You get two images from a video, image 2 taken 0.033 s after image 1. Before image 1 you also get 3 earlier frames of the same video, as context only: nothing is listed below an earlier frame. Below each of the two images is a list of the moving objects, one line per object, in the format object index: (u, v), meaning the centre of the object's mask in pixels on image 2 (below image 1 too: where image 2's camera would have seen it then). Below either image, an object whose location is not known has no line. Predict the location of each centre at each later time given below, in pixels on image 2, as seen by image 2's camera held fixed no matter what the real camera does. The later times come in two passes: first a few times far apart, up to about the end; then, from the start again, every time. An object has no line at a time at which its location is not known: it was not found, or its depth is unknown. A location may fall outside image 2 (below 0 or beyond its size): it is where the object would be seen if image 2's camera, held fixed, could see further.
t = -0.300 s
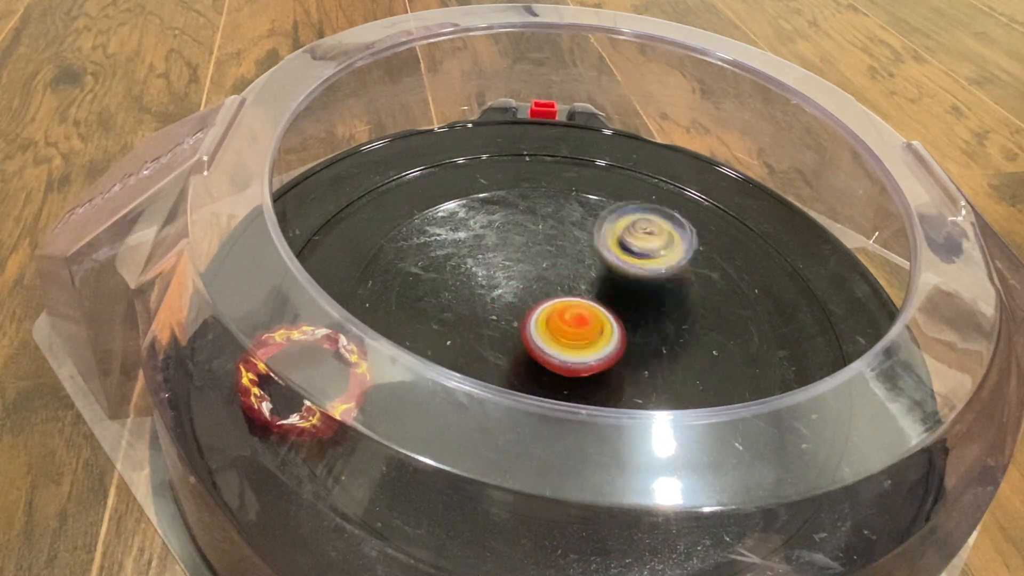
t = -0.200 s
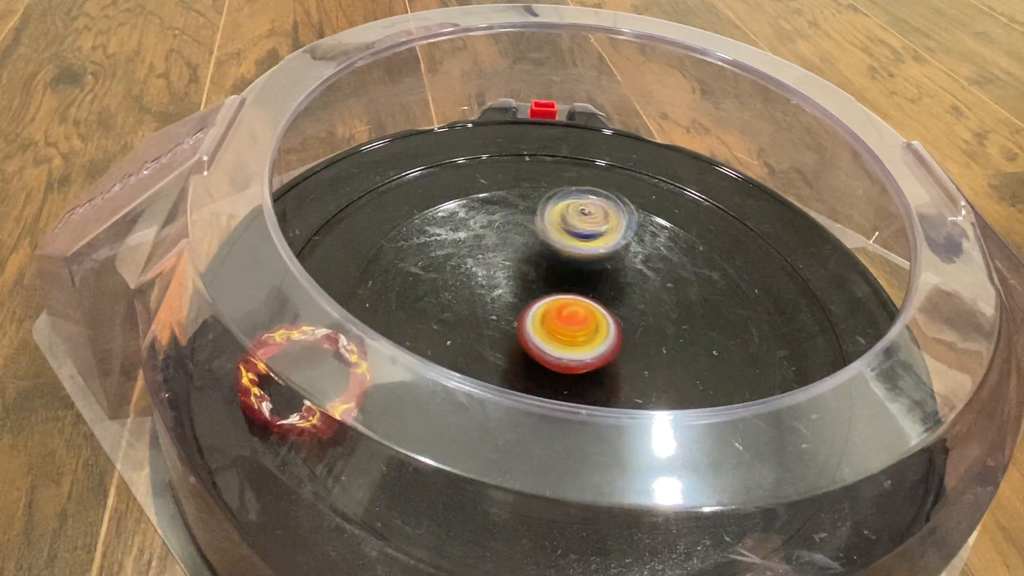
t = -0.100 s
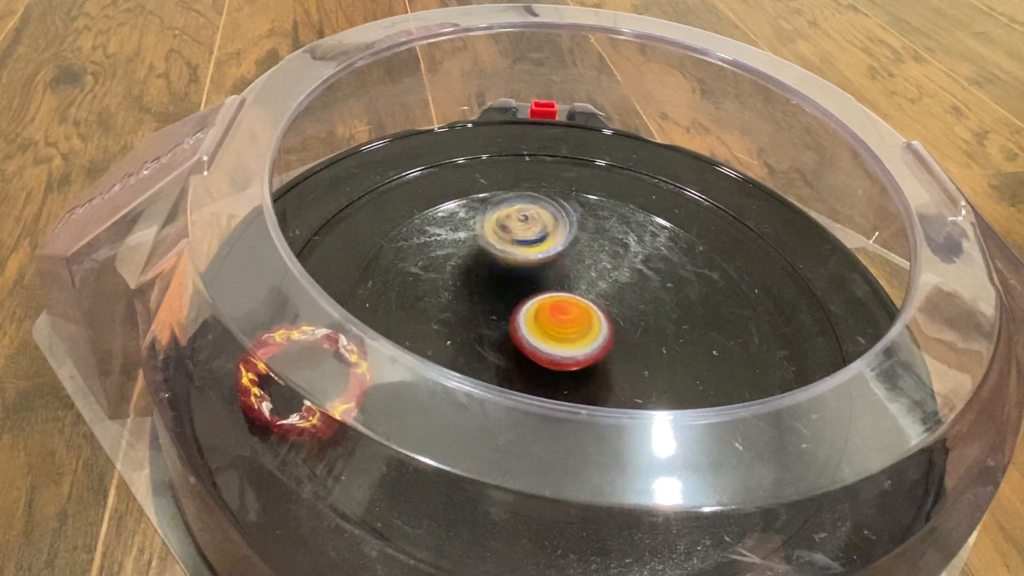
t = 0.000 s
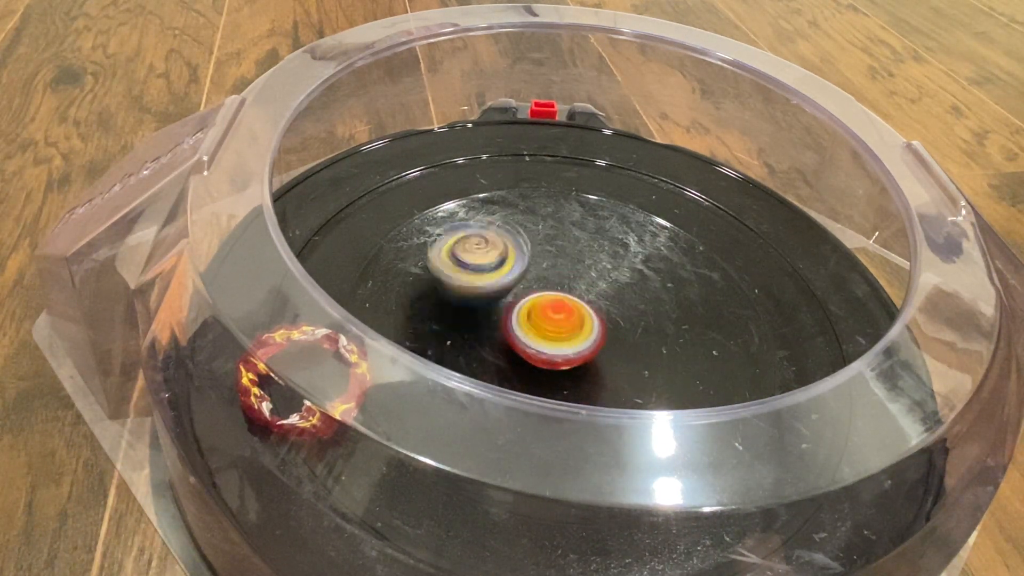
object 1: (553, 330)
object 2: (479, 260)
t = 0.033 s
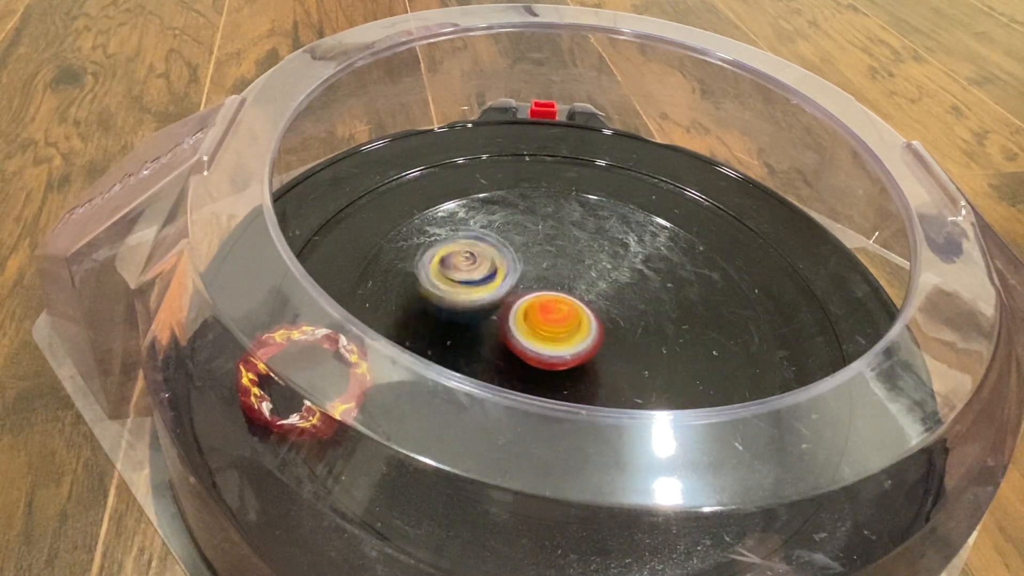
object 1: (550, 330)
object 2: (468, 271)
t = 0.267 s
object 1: (547, 324)
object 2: (524, 369)
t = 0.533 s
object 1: (554, 331)
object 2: (670, 326)
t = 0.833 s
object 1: (562, 314)
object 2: (560, 222)
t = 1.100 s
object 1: (559, 318)
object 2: (465, 297)
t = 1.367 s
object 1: (563, 323)
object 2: (613, 373)
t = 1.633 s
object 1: (576, 330)
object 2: (664, 275)
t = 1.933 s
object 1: (559, 328)
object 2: (503, 249)
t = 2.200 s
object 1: (561, 334)
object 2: (489, 350)
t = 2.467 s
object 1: (552, 336)
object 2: (648, 351)
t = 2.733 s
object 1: (564, 326)
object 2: (610, 245)
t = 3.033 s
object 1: (554, 314)
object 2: (472, 258)
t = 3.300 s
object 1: (557, 313)
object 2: (534, 363)
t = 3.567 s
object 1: (563, 333)
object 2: (672, 331)
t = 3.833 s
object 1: (578, 333)
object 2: (615, 248)
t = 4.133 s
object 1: (563, 321)
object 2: (481, 268)
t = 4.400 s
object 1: (554, 316)
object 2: (499, 354)
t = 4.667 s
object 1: (542, 324)
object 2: (632, 351)
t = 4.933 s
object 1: (568, 336)
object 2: (646, 264)
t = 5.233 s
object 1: (575, 331)
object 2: (519, 251)
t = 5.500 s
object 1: (566, 322)
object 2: (479, 315)
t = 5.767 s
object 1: (551, 301)
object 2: (584, 359)
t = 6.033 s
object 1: (554, 318)
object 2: (656, 314)
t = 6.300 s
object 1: (505, 309)
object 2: (601, 281)
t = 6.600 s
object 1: (516, 270)
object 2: (615, 305)
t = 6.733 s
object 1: (497, 263)
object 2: (601, 323)
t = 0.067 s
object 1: (549, 330)
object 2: (461, 284)
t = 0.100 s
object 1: (549, 332)
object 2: (458, 300)
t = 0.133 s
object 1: (551, 332)
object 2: (460, 318)
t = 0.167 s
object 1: (552, 331)
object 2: (468, 333)
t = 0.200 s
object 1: (553, 328)
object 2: (481, 346)
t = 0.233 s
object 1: (551, 326)
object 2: (500, 358)
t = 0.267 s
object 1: (547, 324)
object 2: (524, 369)
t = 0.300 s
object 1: (544, 324)
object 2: (554, 376)
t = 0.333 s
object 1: (542, 325)
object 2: (578, 378)
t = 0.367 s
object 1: (542, 328)
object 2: (603, 377)
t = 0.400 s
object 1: (543, 330)
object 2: (624, 374)
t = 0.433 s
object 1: (546, 332)
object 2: (641, 367)
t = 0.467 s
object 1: (549, 332)
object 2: (655, 356)
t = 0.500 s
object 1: (552, 331)
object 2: (665, 342)
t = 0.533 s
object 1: (554, 331)
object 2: (670, 326)
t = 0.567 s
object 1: (557, 329)
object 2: (670, 310)
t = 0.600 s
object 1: (558, 327)
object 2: (666, 295)
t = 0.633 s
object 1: (560, 325)
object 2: (659, 280)
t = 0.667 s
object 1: (561, 324)
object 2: (648, 265)
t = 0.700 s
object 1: (562, 322)
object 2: (635, 252)
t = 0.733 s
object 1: (562, 319)
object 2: (616, 240)
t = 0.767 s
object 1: (563, 317)
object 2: (599, 232)
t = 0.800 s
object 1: (563, 316)
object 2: (580, 225)
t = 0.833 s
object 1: (562, 314)
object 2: (560, 222)
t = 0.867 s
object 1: (561, 314)
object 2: (540, 220)
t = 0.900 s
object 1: (561, 314)
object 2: (522, 225)
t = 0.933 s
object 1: (561, 313)
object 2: (503, 231)
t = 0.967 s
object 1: (558, 313)
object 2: (489, 238)
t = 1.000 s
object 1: (558, 313)
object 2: (478, 252)
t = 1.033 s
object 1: (558, 315)
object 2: (468, 266)
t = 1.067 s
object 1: (558, 316)
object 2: (464, 281)
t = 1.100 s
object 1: (559, 318)
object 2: (465, 297)
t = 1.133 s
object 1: (562, 320)
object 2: (470, 314)
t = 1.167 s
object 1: (565, 321)
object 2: (481, 331)
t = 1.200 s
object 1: (568, 320)
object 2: (497, 344)
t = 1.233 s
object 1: (570, 319)
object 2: (514, 355)
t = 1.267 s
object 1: (570, 318)
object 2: (538, 365)
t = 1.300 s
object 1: (567, 319)
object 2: (562, 372)
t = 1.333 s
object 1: (564, 320)
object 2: (589, 374)
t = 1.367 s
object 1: (563, 323)
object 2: (613, 373)
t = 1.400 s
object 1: (564, 326)
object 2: (635, 369)
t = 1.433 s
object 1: (566, 329)
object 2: (652, 361)
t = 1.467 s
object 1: (569, 332)
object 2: (665, 348)
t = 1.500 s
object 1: (572, 332)
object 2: (673, 333)
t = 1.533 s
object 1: (574, 332)
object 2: (676, 317)
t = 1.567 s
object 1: (574, 332)
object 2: (676, 303)
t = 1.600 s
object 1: (575, 331)
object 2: (673, 289)
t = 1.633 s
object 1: (576, 330)
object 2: (664, 275)
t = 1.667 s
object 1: (576, 329)
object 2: (648, 260)
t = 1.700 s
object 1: (575, 328)
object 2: (633, 250)
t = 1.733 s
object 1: (574, 328)
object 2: (617, 242)
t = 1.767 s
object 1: (571, 327)
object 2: (596, 237)
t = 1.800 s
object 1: (569, 327)
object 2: (574, 234)
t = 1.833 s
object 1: (566, 327)
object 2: (555, 234)
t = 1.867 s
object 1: (563, 327)
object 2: (537, 236)
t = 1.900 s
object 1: (561, 328)
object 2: (519, 242)
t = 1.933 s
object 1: (559, 328)
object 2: (503, 249)
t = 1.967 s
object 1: (557, 329)
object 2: (489, 259)
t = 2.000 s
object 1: (555, 331)
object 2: (478, 270)
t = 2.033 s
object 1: (555, 332)
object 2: (469, 282)
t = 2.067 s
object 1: (554, 334)
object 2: (463, 295)
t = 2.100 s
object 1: (554, 335)
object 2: (464, 310)
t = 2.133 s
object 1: (557, 336)
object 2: (469, 326)
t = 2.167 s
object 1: (560, 336)
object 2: (476, 338)
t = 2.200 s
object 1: (561, 334)
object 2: (489, 350)
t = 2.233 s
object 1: (560, 332)
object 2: (507, 362)
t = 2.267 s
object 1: (558, 329)
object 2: (530, 369)
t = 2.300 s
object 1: (552, 327)
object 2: (555, 374)
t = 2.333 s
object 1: (548, 328)
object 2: (582, 376)
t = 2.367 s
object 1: (546, 329)
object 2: (601, 375)
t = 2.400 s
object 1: (546, 333)
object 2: (620, 371)
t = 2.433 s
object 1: (549, 335)
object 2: (635, 363)
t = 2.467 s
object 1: (552, 336)
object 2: (648, 351)
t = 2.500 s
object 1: (554, 336)
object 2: (654, 337)
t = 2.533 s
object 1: (556, 335)
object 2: (659, 323)
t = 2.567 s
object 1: (558, 334)
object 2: (660, 308)
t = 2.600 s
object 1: (560, 333)
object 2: (657, 294)
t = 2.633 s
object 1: (562, 331)
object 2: (649, 280)
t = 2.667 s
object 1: (562, 330)
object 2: (638, 268)
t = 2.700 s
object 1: (563, 328)
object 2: (625, 256)
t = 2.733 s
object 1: (564, 326)
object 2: (610, 245)
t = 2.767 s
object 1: (563, 324)
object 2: (593, 238)
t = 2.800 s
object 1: (563, 322)
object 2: (574, 233)
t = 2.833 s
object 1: (562, 320)
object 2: (559, 228)
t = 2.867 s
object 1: (561, 318)
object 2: (539, 227)
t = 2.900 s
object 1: (560, 316)
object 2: (524, 228)
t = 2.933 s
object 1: (558, 315)
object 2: (506, 230)
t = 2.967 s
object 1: (557, 313)
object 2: (492, 238)
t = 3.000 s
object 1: (557, 315)
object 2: (480, 246)
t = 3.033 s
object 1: (554, 314)
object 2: (472, 258)
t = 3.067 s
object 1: (554, 314)
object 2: (466, 271)
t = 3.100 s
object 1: (555, 315)
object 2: (465, 286)
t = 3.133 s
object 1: (558, 316)
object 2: (469, 301)
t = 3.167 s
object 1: (561, 317)
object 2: (475, 316)
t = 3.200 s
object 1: (562, 315)
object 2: (484, 331)
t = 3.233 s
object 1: (561, 314)
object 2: (498, 342)
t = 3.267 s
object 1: (560, 313)
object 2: (514, 352)
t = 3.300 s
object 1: (557, 313)
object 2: (534, 363)
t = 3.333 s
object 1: (553, 314)
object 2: (558, 369)
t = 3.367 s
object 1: (550, 318)
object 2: (581, 371)
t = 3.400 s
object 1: (548, 321)
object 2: (600, 369)
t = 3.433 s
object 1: (549, 325)
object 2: (621, 367)
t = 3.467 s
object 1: (552, 329)
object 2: (636, 361)
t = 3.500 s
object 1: (557, 333)
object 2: (650, 351)
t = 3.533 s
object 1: (560, 334)
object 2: (663, 341)
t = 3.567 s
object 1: (563, 333)
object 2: (672, 331)
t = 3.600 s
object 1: (567, 333)
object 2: (679, 318)
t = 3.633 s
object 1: (570, 334)
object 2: (682, 306)
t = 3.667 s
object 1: (573, 335)
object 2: (679, 293)
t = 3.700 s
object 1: (577, 335)
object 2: (671, 282)
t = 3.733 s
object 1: (580, 335)
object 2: (658, 272)
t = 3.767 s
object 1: (579, 335)
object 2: (646, 261)
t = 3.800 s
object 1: (578, 334)
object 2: (632, 254)
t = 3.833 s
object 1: (578, 333)
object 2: (615, 248)
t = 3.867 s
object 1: (578, 332)
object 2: (598, 243)
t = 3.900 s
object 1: (577, 331)
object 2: (582, 241)
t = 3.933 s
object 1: (576, 329)
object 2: (565, 239)
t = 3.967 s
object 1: (575, 328)
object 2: (548, 239)
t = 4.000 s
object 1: (573, 327)
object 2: (534, 240)
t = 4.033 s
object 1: (571, 325)
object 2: (517, 243)
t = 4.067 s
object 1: (568, 323)
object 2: (503, 250)
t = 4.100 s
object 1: (566, 321)
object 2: (491, 257)
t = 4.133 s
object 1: (563, 321)
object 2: (481, 268)
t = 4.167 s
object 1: (561, 320)
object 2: (473, 276)
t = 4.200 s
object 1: (559, 322)
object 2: (468, 285)
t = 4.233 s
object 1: (556, 322)
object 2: (463, 296)
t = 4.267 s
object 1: (557, 322)
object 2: (466, 309)
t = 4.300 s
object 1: (556, 321)
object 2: (472, 322)
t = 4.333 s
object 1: (555, 318)
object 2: (480, 336)
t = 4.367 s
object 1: (555, 317)
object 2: (486, 345)
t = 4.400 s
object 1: (554, 316)
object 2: (499, 354)
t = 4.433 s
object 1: (550, 316)
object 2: (514, 362)
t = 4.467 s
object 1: (547, 315)
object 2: (531, 367)
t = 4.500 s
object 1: (543, 316)
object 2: (555, 372)
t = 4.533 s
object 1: (540, 316)
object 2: (576, 371)
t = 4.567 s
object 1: (537, 319)
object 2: (593, 368)
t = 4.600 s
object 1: (537, 320)
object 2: (606, 363)
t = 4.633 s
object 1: (538, 322)
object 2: (618, 358)
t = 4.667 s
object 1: (542, 324)
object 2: (632, 351)
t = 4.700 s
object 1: (545, 327)
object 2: (642, 341)
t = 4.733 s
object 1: (550, 329)
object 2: (650, 331)
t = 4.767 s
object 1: (555, 332)
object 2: (657, 320)
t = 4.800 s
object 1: (558, 333)
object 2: (660, 310)
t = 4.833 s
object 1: (563, 335)
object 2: (660, 297)
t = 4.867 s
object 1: (564, 335)
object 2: (658, 286)
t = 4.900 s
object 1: (565, 336)
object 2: (655, 277)
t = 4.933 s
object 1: (568, 336)
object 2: (646, 264)
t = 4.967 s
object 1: (571, 337)
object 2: (636, 255)
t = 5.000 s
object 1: (573, 337)
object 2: (622, 250)
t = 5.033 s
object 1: (575, 335)
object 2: (605, 247)
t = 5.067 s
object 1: (576, 336)
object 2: (590, 244)
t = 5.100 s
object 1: (577, 335)
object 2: (574, 244)
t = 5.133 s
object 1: (576, 335)
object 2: (561, 245)
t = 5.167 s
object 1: (577, 335)
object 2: (547, 245)
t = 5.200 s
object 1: (576, 333)
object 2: (533, 248)
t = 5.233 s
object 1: (575, 331)
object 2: (519, 251)
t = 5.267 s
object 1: (574, 329)
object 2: (508, 258)
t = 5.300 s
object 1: (573, 329)
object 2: (497, 260)
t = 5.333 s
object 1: (572, 330)
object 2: (488, 267)
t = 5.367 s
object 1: (568, 328)
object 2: (481, 273)
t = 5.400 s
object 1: (566, 326)
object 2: (475, 283)
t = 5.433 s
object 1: (566, 326)
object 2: (474, 293)
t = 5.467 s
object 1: (565, 323)
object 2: (473, 305)
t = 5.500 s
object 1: (566, 322)
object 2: (479, 315)
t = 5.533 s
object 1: (568, 320)
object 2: (482, 327)
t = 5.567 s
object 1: (566, 316)
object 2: (493, 336)
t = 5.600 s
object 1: (565, 313)
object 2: (503, 344)
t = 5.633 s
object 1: (564, 308)
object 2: (523, 352)
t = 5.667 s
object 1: (561, 304)
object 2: (538, 357)
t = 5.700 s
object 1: (558, 300)
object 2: (555, 359)
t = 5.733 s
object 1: (554, 299)
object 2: (571, 358)
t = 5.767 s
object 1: (551, 301)
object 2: (584, 359)
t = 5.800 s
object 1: (550, 302)
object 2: (599, 356)
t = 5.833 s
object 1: (551, 306)
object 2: (612, 353)
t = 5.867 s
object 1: (552, 308)
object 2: (627, 351)
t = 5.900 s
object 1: (554, 310)
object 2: (636, 347)
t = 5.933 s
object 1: (554, 313)
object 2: (646, 340)
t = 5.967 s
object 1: (556, 317)
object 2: (653, 333)
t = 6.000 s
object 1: (556, 318)
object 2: (656, 323)
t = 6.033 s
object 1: (554, 318)
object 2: (656, 314)
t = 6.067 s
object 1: (542, 313)
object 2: (666, 309)
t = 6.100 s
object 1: (533, 311)
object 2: (667, 305)
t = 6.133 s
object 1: (527, 310)
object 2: (663, 298)
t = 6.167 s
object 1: (520, 309)
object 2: (657, 292)
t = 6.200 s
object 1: (514, 308)
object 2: (645, 289)
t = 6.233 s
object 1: (511, 308)
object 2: (629, 285)
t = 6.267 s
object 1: (508, 308)
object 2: (616, 283)
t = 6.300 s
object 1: (505, 309)
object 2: (601, 281)
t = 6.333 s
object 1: (502, 309)
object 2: (593, 279)
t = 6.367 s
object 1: (501, 310)
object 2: (590, 280)
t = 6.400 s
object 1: (500, 311)
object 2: (589, 281)
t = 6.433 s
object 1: (501, 310)
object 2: (592, 282)
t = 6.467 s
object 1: (506, 308)
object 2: (595, 283)
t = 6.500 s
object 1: (512, 305)
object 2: (598, 285)
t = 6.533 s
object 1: (518, 298)
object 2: (602, 288)
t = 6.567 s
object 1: (518, 283)
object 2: (612, 298)
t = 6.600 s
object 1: (516, 270)
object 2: (615, 305)
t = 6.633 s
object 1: (511, 262)
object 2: (614, 310)
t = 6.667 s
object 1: (506, 258)
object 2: (612, 314)
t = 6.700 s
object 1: (500, 260)
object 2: (607, 319)
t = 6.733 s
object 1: (497, 263)
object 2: (601, 323)
